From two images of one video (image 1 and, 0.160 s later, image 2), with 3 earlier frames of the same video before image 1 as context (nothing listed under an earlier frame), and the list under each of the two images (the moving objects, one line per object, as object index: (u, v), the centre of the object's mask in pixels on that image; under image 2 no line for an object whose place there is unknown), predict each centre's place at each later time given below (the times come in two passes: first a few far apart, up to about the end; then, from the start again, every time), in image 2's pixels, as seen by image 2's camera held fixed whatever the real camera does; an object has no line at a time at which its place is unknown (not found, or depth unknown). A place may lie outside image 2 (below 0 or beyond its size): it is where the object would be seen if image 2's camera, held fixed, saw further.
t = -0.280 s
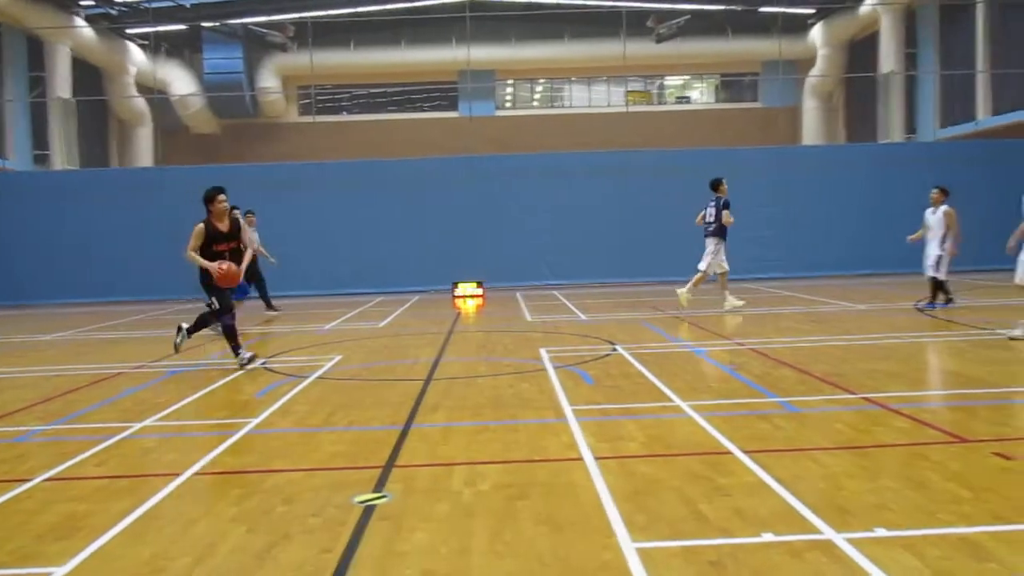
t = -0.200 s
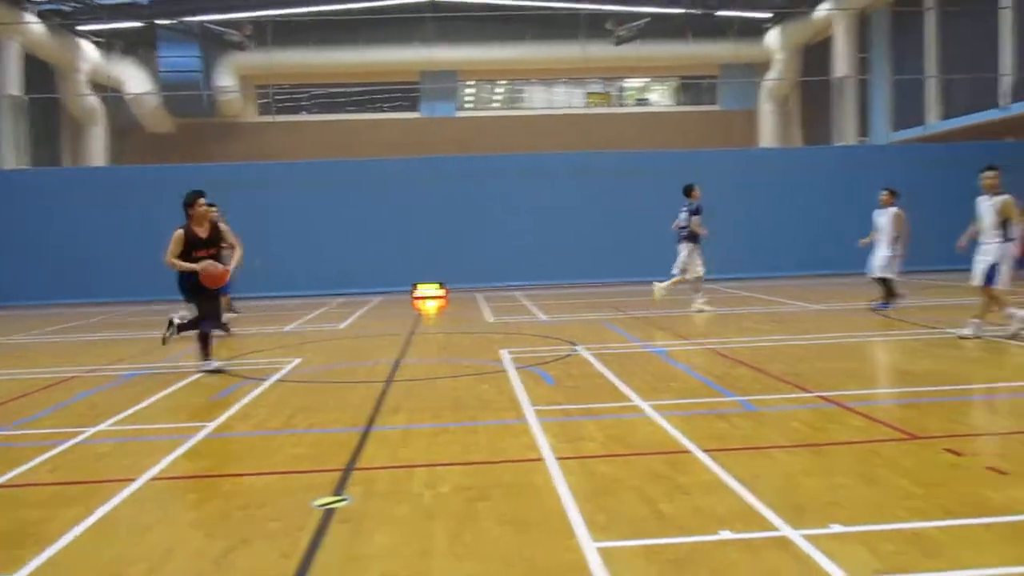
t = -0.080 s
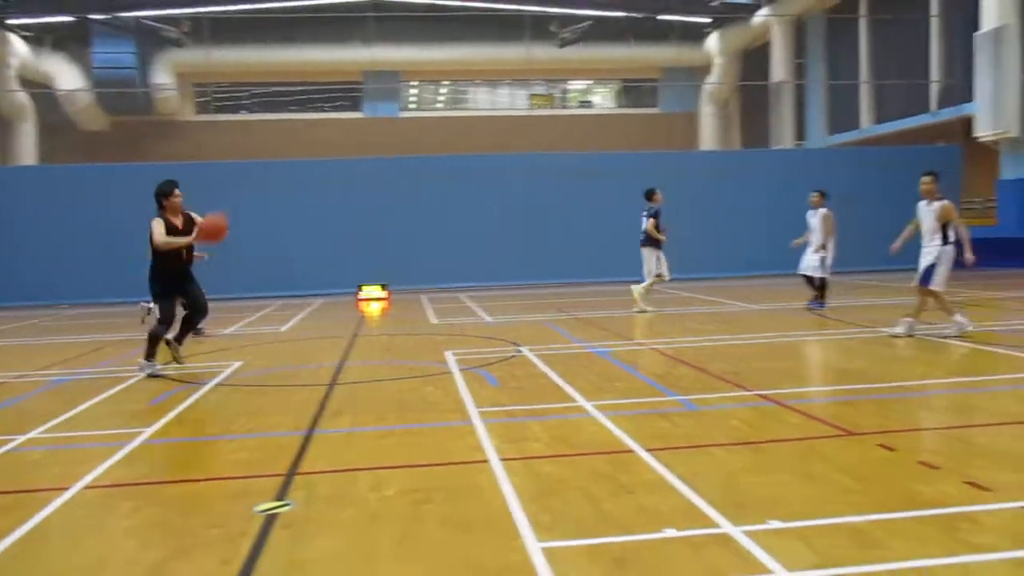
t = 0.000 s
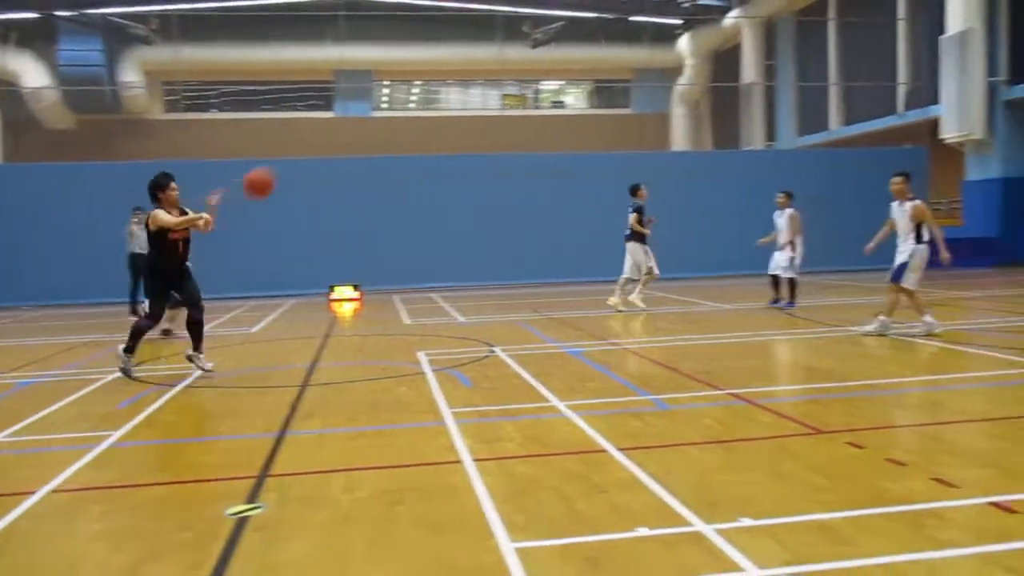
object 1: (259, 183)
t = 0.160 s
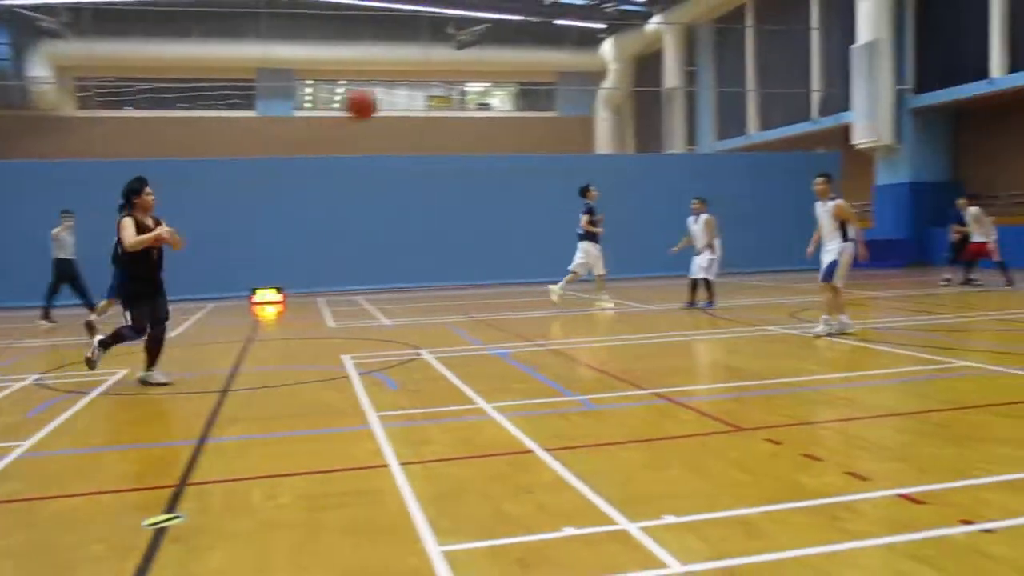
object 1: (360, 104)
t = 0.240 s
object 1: (463, 73)
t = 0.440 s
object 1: (747, 21)
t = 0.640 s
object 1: (1076, 22)
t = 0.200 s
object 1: (411, 88)
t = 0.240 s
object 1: (463, 73)
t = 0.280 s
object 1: (517, 58)
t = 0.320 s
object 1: (571, 46)
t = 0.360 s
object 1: (628, 36)
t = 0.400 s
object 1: (687, 29)
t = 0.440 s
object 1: (747, 21)
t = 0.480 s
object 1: (810, 17)
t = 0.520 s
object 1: (873, 15)
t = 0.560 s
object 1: (939, 15)
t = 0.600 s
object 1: (1007, 17)
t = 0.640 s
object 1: (1076, 22)
